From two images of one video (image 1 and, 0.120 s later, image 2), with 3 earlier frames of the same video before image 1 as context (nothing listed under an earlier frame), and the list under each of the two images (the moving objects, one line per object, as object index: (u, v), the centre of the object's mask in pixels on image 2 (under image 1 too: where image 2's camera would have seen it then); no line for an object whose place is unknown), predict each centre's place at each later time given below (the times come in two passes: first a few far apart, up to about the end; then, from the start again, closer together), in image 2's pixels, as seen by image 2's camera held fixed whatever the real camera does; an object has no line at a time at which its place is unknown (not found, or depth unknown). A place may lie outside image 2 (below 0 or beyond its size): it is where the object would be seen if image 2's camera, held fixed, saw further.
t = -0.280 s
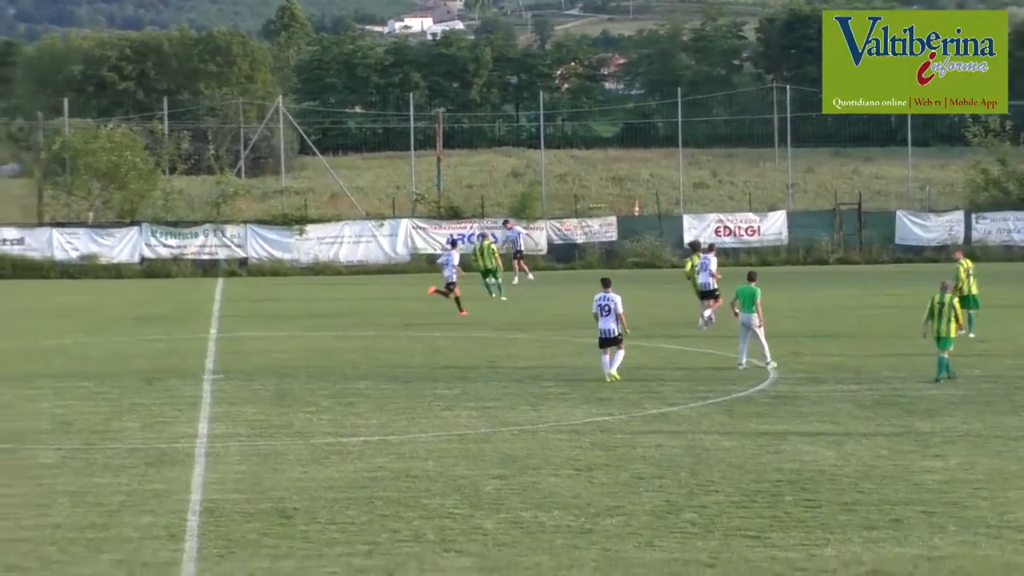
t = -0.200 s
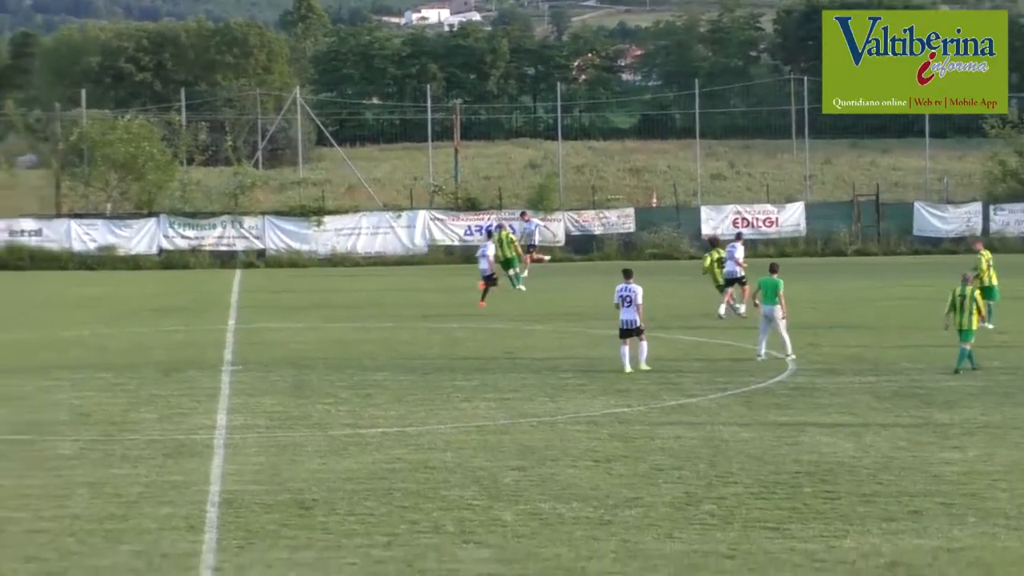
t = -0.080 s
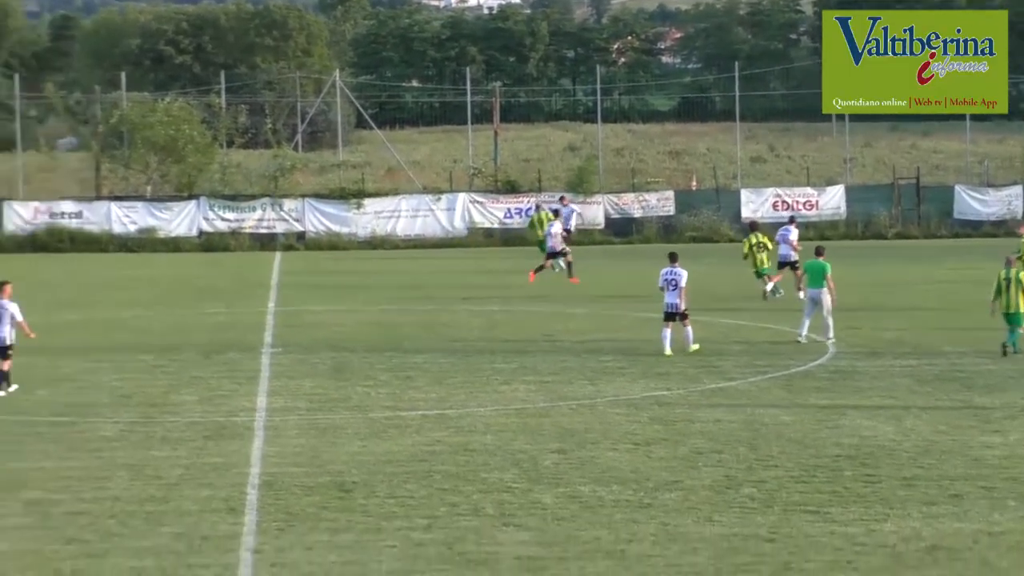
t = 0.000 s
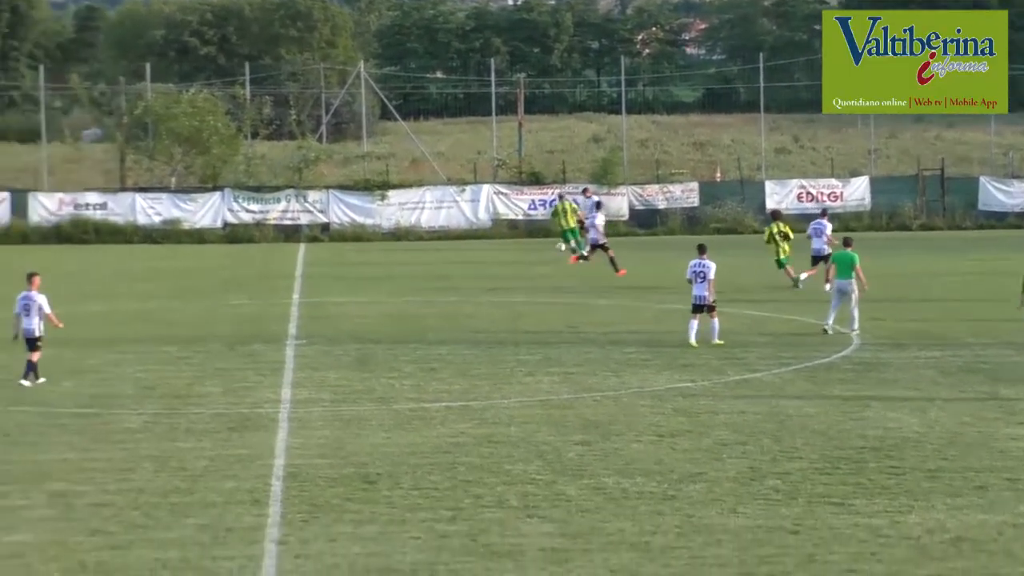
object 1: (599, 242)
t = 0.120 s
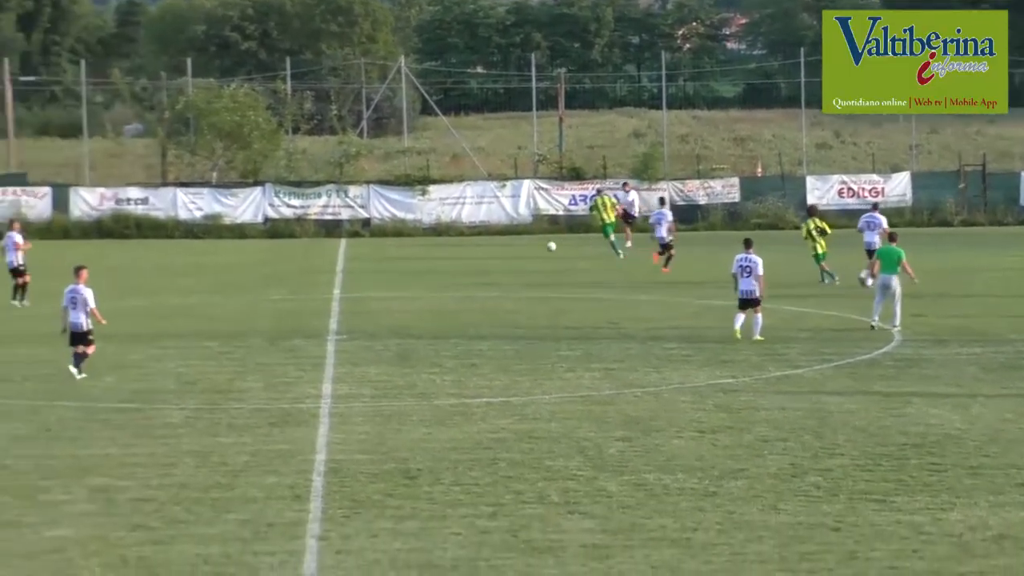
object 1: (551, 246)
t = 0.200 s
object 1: (523, 250)
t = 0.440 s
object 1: (448, 258)
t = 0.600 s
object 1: (404, 259)
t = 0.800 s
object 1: (356, 266)
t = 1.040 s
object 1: (306, 275)
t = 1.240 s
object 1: (267, 281)
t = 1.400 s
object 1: (237, 285)
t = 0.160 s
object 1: (536, 249)
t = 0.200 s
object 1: (523, 250)
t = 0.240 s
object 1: (509, 250)
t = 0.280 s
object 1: (497, 251)
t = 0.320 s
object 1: (484, 253)
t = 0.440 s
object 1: (448, 258)
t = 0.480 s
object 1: (437, 257)
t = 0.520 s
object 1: (425, 257)
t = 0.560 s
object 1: (415, 258)
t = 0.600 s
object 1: (404, 259)
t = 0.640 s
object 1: (393, 262)
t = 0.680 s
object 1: (383, 265)
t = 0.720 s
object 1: (373, 267)
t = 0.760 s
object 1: (364, 267)
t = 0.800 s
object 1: (356, 266)
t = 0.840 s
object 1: (346, 266)
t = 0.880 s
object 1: (338, 267)
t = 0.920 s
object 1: (330, 269)
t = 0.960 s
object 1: (321, 272)
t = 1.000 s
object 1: (314, 275)
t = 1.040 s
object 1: (306, 275)
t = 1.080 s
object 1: (297, 277)
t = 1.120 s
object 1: (289, 277)
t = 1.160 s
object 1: (281, 279)
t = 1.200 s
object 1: (274, 280)
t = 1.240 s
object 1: (267, 281)
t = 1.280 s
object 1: (259, 282)
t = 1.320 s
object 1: (251, 282)
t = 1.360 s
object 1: (244, 284)
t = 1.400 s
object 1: (237, 285)
